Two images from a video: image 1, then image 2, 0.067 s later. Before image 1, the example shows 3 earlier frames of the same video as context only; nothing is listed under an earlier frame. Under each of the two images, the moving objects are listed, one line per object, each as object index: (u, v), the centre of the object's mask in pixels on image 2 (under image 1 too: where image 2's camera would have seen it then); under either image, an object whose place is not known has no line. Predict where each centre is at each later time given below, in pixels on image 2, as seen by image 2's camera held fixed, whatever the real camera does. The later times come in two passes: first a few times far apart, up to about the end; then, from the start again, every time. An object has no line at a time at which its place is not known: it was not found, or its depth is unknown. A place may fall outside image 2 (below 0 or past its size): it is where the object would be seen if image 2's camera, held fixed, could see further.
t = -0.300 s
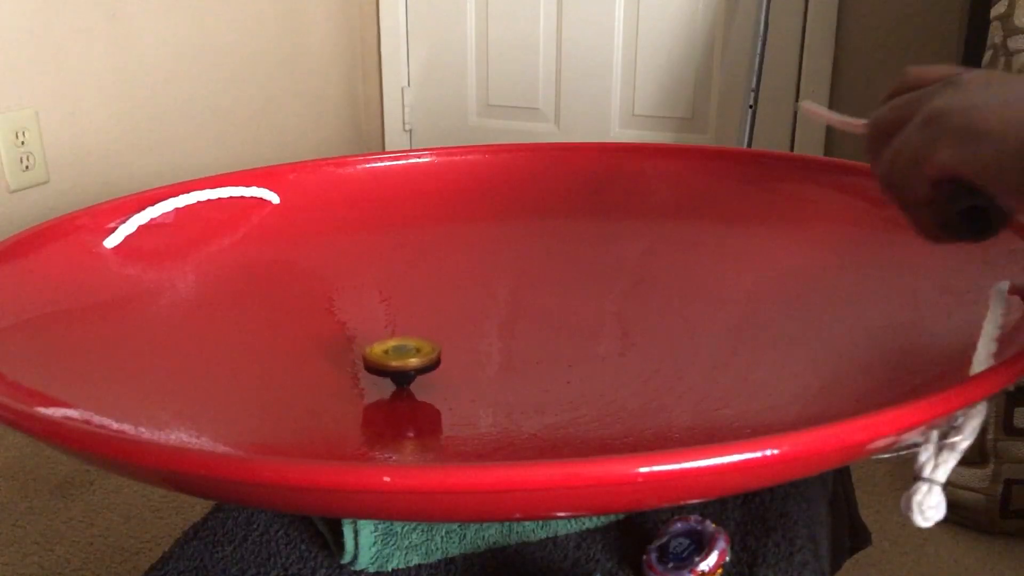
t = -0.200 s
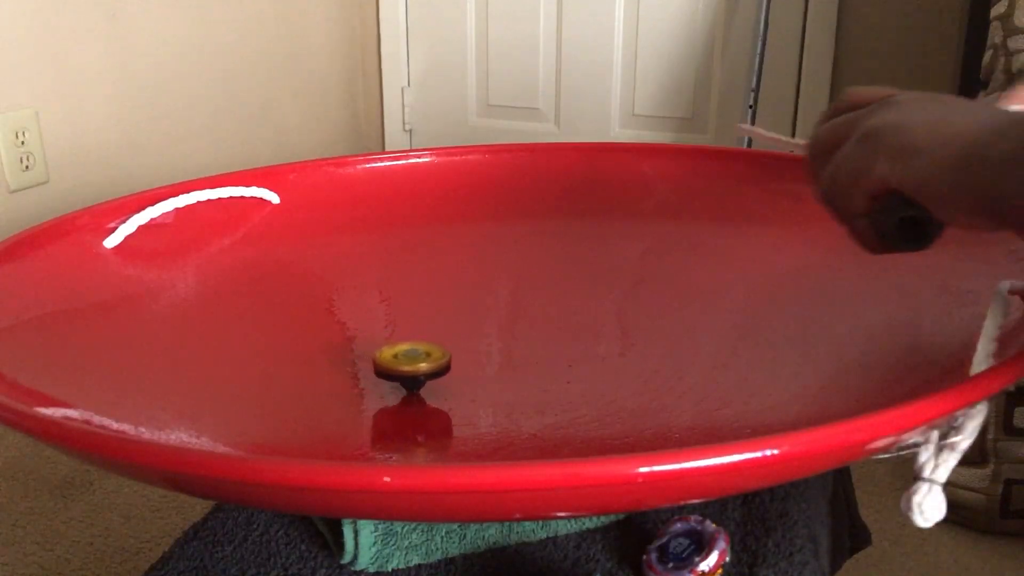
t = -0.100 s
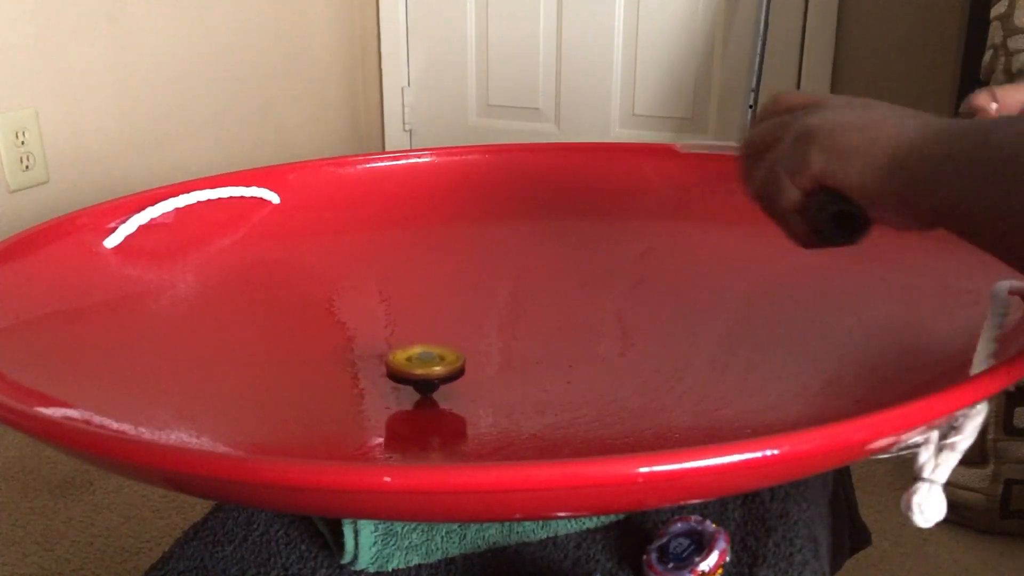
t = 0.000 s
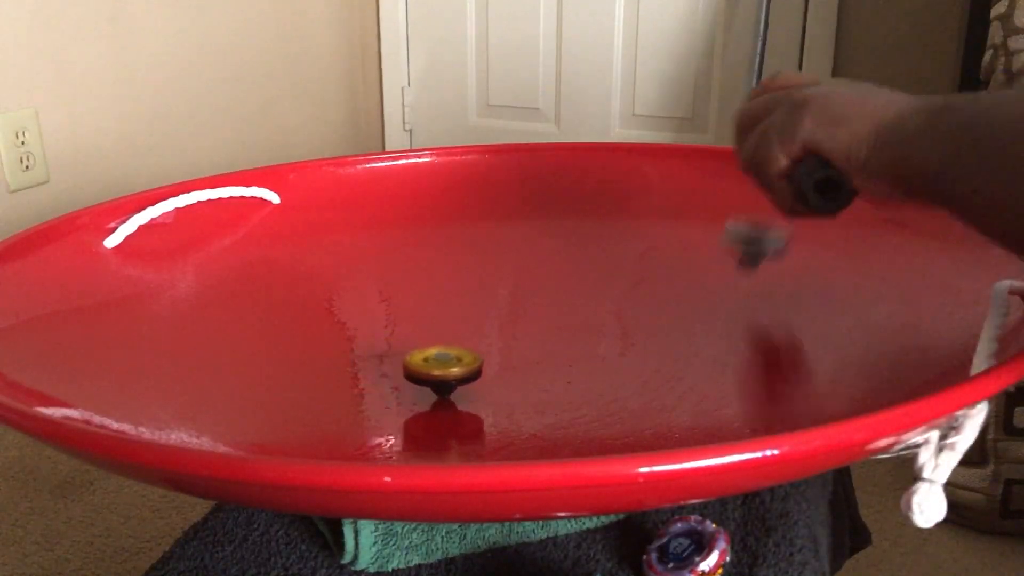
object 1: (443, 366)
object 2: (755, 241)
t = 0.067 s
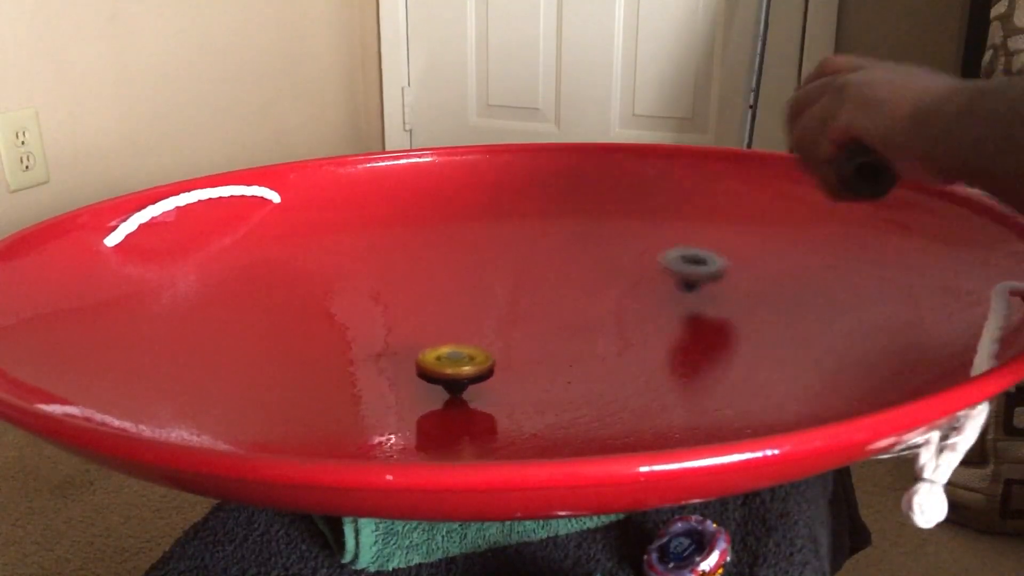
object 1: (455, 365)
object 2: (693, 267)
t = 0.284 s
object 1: (484, 353)
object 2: (437, 270)
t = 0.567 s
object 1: (474, 328)
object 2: (159, 232)
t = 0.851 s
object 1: (434, 311)
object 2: (195, 314)
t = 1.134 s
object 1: (391, 305)
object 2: (506, 368)
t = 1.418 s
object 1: (362, 308)
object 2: (735, 336)
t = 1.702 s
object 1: (372, 319)
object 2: (692, 308)
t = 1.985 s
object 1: (424, 325)
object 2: (513, 299)
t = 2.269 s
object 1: (478, 318)
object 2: (346, 297)
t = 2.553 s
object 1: (506, 305)
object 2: (290, 312)
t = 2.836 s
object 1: (500, 296)
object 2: (364, 336)
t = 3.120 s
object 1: (475, 301)
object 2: (476, 344)
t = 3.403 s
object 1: (463, 318)
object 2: (513, 339)
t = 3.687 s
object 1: (431, 317)
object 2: (531, 353)
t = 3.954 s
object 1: (420, 331)
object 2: (495, 346)
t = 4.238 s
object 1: (280, 290)
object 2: (598, 349)
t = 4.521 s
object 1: (254, 283)
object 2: (595, 336)
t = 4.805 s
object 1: (314, 310)
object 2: (512, 319)
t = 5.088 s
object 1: (363, 315)
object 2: (463, 308)
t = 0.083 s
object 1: (458, 365)
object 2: (675, 271)
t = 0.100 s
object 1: (460, 364)
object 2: (659, 276)
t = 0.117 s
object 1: (464, 364)
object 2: (641, 266)
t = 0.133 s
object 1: (467, 363)
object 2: (620, 251)
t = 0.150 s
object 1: (469, 362)
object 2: (599, 239)
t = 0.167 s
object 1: (472, 362)
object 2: (579, 231)
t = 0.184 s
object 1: (474, 360)
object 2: (558, 226)
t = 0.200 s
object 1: (476, 359)
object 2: (539, 225)
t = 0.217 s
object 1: (478, 358)
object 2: (518, 227)
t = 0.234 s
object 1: (480, 357)
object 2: (497, 233)
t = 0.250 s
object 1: (482, 356)
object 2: (477, 242)
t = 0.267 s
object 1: (483, 354)
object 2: (456, 254)
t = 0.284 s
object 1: (484, 353)
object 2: (437, 270)
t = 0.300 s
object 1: (485, 352)
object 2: (418, 270)
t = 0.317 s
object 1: (487, 351)
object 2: (401, 255)
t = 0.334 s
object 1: (487, 349)
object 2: (381, 244)
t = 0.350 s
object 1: (488, 348)
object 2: (362, 236)
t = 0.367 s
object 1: (488, 346)
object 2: (344, 231)
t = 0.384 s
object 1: (488, 344)
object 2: (326, 229)
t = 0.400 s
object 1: (487, 343)
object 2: (307, 231)
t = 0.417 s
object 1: (487, 341)
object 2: (287, 237)
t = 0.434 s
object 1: (487, 340)
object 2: (269, 245)
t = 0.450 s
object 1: (485, 339)
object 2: (250, 258)
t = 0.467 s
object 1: (484, 337)
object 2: (235, 255)
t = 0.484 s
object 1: (483, 335)
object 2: (222, 243)
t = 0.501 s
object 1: (482, 334)
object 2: (209, 234)
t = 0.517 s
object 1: (481, 333)
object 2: (196, 228)
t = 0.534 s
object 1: (478, 331)
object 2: (184, 226)
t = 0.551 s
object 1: (476, 330)
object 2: (171, 228)
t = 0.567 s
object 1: (474, 328)
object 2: (159, 232)
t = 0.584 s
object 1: (472, 327)
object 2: (146, 242)
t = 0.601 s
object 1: (470, 326)
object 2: (137, 248)
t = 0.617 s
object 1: (468, 325)
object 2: (131, 249)
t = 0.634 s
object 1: (466, 323)
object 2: (126, 251)
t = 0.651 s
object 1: (464, 323)
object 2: (123, 251)
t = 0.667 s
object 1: (462, 321)
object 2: (122, 252)
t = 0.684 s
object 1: (459, 320)
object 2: (122, 257)
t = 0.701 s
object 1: (457, 319)
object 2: (121, 266)
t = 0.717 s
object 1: (454, 318)
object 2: (124, 270)
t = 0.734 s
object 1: (452, 317)
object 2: (128, 276)
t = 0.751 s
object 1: (449, 316)
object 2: (134, 280)
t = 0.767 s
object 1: (447, 315)
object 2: (142, 285)
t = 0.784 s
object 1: (444, 314)
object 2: (150, 292)
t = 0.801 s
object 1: (442, 313)
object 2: (160, 298)
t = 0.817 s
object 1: (439, 313)
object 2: (171, 304)
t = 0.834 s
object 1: (436, 312)
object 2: (182, 310)
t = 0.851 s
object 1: (434, 311)
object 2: (195, 314)
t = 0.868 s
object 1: (431, 310)
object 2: (209, 321)
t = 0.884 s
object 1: (428, 310)
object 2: (223, 326)
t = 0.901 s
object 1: (426, 309)
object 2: (238, 330)
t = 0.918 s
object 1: (423, 309)
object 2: (254, 336)
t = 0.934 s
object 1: (421, 309)
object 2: (271, 340)
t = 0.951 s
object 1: (418, 308)
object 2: (289, 344)
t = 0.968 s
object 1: (415, 307)
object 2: (307, 348)
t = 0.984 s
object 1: (413, 307)
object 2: (325, 353)
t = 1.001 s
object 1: (410, 307)
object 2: (346, 356)
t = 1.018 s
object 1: (408, 307)
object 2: (366, 359)
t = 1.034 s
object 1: (405, 306)
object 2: (387, 362)
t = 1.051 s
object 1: (402, 306)
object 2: (405, 364)
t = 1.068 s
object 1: (400, 306)
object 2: (426, 365)
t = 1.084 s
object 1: (398, 306)
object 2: (446, 367)
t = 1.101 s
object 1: (396, 305)
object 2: (467, 368)
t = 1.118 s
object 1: (393, 305)
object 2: (487, 368)
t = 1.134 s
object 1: (391, 305)
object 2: (506, 368)
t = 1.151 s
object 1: (388, 305)
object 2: (526, 369)
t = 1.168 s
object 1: (386, 305)
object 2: (546, 368)
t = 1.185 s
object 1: (384, 305)
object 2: (563, 367)
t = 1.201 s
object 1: (382, 305)
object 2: (582, 366)
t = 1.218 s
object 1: (380, 305)
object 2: (598, 364)
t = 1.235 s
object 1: (378, 305)
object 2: (614, 362)
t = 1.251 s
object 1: (376, 305)
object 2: (630, 360)
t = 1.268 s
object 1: (375, 305)
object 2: (645, 358)
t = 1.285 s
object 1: (373, 306)
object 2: (658, 356)
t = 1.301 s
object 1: (371, 306)
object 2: (672, 353)
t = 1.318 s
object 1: (369, 307)
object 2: (684, 352)
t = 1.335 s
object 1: (368, 307)
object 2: (694, 347)
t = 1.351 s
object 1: (367, 307)
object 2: (705, 346)
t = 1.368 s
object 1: (365, 307)
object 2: (714, 344)
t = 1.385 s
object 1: (364, 307)
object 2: (722, 341)
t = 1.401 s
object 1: (363, 308)
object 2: (730, 338)
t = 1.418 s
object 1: (362, 308)
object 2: (735, 336)
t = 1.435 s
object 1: (361, 309)
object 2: (740, 333)
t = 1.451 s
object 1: (360, 309)
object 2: (744, 331)
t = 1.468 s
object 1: (359, 310)
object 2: (747, 328)
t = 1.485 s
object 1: (359, 310)
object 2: (749, 326)
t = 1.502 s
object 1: (359, 311)
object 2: (749, 325)
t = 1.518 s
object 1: (359, 311)
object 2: (749, 322)
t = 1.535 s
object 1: (359, 313)
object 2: (748, 320)
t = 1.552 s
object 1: (360, 313)
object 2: (746, 318)
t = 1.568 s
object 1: (360, 314)
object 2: (742, 317)
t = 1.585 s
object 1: (361, 314)
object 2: (739, 315)
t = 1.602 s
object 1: (362, 315)
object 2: (734, 314)
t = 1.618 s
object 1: (363, 316)
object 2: (728, 313)
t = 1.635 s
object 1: (364, 316)
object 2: (722, 311)
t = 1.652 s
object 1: (366, 317)
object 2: (715, 311)
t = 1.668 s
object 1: (367, 317)
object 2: (708, 310)
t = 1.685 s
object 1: (370, 318)
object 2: (700, 309)
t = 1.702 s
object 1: (372, 319)
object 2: (692, 308)
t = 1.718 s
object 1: (374, 320)
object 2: (683, 307)
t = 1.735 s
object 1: (377, 320)
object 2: (674, 307)
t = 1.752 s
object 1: (379, 321)
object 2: (665, 306)
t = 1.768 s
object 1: (382, 322)
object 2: (655, 305)
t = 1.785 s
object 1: (385, 322)
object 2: (645, 305)
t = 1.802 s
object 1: (388, 322)
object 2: (635, 304)
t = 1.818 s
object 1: (391, 323)
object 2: (624, 303)
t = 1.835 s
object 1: (394, 323)
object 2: (613, 302)
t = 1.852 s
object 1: (397, 324)
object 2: (603, 302)
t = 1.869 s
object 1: (400, 324)
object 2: (592, 301)
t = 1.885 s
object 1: (404, 325)
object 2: (581, 301)
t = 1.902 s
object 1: (407, 325)
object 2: (570, 301)
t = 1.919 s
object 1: (411, 325)
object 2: (559, 300)
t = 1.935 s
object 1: (414, 325)
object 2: (548, 300)
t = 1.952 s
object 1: (418, 326)
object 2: (536, 299)
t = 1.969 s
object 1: (421, 326)
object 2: (525, 299)
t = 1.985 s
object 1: (424, 325)
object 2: (513, 299)
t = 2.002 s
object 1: (428, 325)
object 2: (502, 298)
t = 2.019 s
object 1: (432, 325)
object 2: (491, 298)
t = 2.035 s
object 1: (435, 325)
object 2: (480, 297)
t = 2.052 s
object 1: (439, 325)
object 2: (470, 294)
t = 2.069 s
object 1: (442, 325)
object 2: (459, 293)
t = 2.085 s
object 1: (445, 325)
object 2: (447, 292)
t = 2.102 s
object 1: (449, 323)
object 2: (436, 292)
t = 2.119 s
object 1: (452, 323)
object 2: (426, 293)
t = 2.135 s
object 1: (455, 323)
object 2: (416, 294)
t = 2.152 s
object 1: (458, 323)
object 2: (406, 296)
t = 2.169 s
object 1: (461, 322)
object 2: (397, 296)
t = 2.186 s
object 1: (464, 322)
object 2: (388, 295)
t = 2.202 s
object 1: (467, 321)
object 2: (378, 295)
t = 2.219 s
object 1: (470, 320)
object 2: (369, 296)
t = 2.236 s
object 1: (473, 320)
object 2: (361, 296)
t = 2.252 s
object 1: (475, 319)
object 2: (353, 297)
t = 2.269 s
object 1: (478, 318)
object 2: (346, 297)
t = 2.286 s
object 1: (480, 317)
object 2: (339, 297)
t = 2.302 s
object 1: (483, 317)
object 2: (333, 297)
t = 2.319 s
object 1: (485, 316)
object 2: (326, 297)
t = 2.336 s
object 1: (487, 315)
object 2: (320, 298)
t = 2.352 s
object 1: (490, 315)
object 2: (315, 299)
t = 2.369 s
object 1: (492, 314)
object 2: (310, 299)
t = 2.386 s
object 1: (494, 313)
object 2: (306, 300)
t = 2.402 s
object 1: (495, 313)
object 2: (302, 301)
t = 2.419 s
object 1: (497, 312)
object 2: (299, 301)
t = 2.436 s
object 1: (498, 310)
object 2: (296, 302)
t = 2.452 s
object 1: (500, 309)
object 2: (294, 304)
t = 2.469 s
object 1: (501, 309)
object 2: (292, 305)
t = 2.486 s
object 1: (502, 308)
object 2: (291, 306)
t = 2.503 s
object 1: (503, 307)
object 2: (290, 308)
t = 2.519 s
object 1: (504, 307)
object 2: (289, 309)
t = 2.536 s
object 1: (505, 306)
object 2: (290, 310)
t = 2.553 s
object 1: (506, 305)
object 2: (290, 312)
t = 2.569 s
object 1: (506, 304)
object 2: (293, 313)
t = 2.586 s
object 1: (507, 303)
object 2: (294, 314)
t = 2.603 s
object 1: (507, 302)
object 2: (296, 317)
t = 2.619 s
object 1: (507, 301)
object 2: (299, 318)
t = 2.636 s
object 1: (507, 301)
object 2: (302, 318)
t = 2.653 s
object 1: (507, 300)
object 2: (305, 321)
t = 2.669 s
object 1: (507, 300)
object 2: (310, 323)
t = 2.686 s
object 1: (507, 299)
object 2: (314, 325)
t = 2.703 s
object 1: (506, 299)
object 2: (319, 326)
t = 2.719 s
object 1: (506, 298)
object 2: (323, 328)
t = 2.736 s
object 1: (505, 298)
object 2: (329, 329)
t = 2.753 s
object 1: (505, 297)
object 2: (333, 331)
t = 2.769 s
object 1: (504, 297)
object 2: (339, 332)
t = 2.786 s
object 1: (503, 296)
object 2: (346, 333)
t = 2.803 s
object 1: (502, 296)
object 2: (352, 333)
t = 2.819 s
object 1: (501, 296)
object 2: (357, 335)
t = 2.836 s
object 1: (500, 296)
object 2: (364, 336)
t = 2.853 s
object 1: (499, 295)
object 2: (371, 337)
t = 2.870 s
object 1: (498, 295)
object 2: (378, 338)
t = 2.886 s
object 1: (497, 295)
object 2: (385, 338)
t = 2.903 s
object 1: (495, 295)
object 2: (391, 341)
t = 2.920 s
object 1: (494, 295)
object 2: (398, 341)
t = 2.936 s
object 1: (492, 295)
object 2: (406, 342)
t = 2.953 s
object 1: (491, 295)
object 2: (412, 343)
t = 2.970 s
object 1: (489, 295)
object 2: (419, 344)
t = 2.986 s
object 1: (488, 296)
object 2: (427, 344)
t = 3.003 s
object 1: (486, 296)
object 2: (434, 344)
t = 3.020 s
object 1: (484, 296)
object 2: (441, 343)
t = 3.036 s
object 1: (483, 297)
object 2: (448, 344)
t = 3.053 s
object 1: (481, 297)
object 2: (454, 343)
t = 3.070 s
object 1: (479, 298)
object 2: (460, 344)
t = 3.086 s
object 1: (478, 299)
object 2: (466, 344)
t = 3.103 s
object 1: (476, 299)
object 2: (472, 344)
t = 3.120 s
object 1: (475, 301)
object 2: (476, 344)
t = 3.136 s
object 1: (473, 302)
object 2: (480, 343)
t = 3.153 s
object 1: (472, 303)
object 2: (485, 343)
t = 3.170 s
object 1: (471, 303)
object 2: (489, 342)
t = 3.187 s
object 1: (470, 304)
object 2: (493, 342)
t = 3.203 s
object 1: (469, 305)
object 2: (496, 341)
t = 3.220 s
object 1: (468, 306)
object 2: (499, 341)
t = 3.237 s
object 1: (467, 307)
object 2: (502, 340)
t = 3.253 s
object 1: (466, 308)
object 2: (504, 340)
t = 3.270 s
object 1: (465, 309)
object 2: (506, 340)
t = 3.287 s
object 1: (464, 311)
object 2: (508, 340)
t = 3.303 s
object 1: (464, 312)
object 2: (509, 340)
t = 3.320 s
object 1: (463, 313)
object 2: (511, 339)
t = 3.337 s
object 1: (463, 314)
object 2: (511, 339)
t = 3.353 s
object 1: (463, 315)
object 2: (511, 340)
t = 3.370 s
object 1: (463, 316)
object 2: (512, 339)
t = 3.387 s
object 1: (463, 316)
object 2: (513, 340)
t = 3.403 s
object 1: (463, 318)
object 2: (513, 339)
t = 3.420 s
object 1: (463, 319)
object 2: (513, 339)
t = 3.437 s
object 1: (462, 320)
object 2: (514, 340)
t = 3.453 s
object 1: (460, 318)
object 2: (518, 341)
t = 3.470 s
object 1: (458, 318)
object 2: (520, 343)
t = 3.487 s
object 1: (456, 316)
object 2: (523, 344)
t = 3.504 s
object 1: (453, 316)
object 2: (526, 345)
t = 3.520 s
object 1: (450, 315)
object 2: (528, 347)
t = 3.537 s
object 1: (448, 315)
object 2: (530, 347)
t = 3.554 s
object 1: (446, 315)
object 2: (531, 348)
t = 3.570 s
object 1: (444, 315)
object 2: (532, 349)
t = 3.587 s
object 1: (442, 315)
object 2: (533, 349)
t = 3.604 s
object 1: (440, 315)
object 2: (533, 350)
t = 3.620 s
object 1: (438, 315)
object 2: (533, 351)
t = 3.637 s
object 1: (436, 315)
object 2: (533, 351)
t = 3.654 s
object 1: (435, 316)
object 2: (532, 351)
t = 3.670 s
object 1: (433, 316)
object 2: (532, 352)
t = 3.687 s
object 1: (431, 317)
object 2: (531, 353)
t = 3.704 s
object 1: (429, 318)
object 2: (530, 353)
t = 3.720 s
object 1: (428, 318)
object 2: (528, 353)
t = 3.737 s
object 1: (426, 319)
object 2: (527, 353)
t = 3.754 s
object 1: (425, 320)
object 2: (525, 352)
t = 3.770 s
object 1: (424, 321)
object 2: (523, 352)
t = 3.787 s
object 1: (422, 322)
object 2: (521, 352)
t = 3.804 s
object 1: (422, 322)
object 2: (519, 352)
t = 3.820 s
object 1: (421, 323)
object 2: (516, 352)
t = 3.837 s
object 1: (420, 324)
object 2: (514, 351)
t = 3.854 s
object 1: (420, 325)
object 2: (511, 350)
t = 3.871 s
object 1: (420, 326)
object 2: (508, 350)
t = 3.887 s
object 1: (419, 327)
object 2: (506, 349)
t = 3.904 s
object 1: (419, 328)
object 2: (503, 348)
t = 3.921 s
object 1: (419, 329)
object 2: (500, 347)
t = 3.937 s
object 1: (419, 330)
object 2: (498, 347)
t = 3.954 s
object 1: (420, 331)
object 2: (495, 346)
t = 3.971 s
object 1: (420, 331)
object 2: (492, 345)
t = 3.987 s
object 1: (420, 332)
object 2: (489, 343)
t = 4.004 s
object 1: (419, 332)
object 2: (488, 343)
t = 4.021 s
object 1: (409, 330)
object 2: (497, 345)
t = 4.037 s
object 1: (394, 326)
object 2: (508, 346)
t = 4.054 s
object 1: (380, 324)
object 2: (518, 347)
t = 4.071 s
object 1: (368, 319)
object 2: (528, 347)
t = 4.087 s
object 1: (356, 316)
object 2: (537, 349)
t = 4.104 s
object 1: (344, 312)
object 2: (546, 349)
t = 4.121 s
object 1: (334, 309)
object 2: (555, 350)
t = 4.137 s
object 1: (324, 307)
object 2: (562, 350)
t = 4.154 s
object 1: (314, 303)
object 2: (570, 351)
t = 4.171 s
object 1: (306, 300)
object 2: (577, 351)
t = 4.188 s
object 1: (298, 297)
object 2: (583, 350)
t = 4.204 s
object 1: (291, 295)
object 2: (588, 349)
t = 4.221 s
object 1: (285, 292)
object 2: (593, 350)
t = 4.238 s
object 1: (280, 290)
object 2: (598, 349)
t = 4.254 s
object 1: (274, 288)
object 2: (601, 350)
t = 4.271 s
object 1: (270, 286)
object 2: (605, 348)
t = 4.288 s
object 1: (266, 284)
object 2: (608, 348)
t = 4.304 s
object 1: (262, 283)
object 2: (610, 348)
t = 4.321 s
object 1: (259, 282)
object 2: (612, 347)
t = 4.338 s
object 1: (257, 280)
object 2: (612, 346)
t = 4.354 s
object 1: (255, 280)
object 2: (613, 346)
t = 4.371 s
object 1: (253, 279)
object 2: (613, 345)
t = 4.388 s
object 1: (252, 279)
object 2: (613, 344)
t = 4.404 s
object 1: (251, 279)
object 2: (612, 343)
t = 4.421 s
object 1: (251, 279)
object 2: (610, 342)
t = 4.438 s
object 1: (250, 279)
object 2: (609, 341)
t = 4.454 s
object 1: (250, 280)
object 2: (606, 340)
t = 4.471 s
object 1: (251, 280)
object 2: (604, 339)
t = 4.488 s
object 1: (251, 282)
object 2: (601, 338)
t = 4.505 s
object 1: (252, 282)
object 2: (598, 338)
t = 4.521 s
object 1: (254, 283)
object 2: (595, 336)
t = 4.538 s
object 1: (255, 285)
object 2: (591, 335)
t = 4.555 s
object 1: (257, 286)
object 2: (587, 334)
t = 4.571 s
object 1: (259, 287)
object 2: (583, 333)
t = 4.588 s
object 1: (261, 289)
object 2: (579, 332)
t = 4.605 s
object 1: (264, 290)
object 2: (574, 331)
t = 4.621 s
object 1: (268, 292)
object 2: (569, 330)
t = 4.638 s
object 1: (271, 294)
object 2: (564, 329)
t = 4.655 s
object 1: (274, 295)
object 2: (560, 328)
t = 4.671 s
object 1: (278, 296)
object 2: (554, 327)
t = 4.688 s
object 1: (282, 298)
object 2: (549, 326)
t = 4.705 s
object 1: (286, 300)
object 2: (544, 325)
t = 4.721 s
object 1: (290, 302)
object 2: (539, 324)
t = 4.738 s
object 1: (295, 303)
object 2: (533, 322)
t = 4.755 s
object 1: (299, 305)
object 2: (528, 322)
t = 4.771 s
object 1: (304, 307)
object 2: (522, 321)
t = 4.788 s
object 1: (309, 309)
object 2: (517, 319)
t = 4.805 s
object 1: (314, 310)
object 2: (512, 319)
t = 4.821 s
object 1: (319, 311)
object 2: (506, 318)
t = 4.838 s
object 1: (323, 313)
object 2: (501, 318)
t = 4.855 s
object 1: (328, 314)
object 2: (496, 317)
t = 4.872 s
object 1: (333, 315)
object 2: (491, 316)
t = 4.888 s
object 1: (338, 316)
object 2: (486, 316)
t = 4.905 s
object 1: (342, 317)
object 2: (481, 315)
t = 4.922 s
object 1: (347, 317)
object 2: (477, 314)
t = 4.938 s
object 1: (351, 318)
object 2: (473, 314)
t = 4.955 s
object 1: (355, 319)
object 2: (469, 313)
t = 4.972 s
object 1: (359, 319)
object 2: (465, 312)
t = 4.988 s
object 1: (363, 320)
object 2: (462, 312)
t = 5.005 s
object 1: (367, 319)
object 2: (459, 311)
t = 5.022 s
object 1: (371, 319)
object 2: (456, 311)
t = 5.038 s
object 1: (374, 319)
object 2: (454, 310)
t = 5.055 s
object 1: (377, 318)
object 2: (451, 310)
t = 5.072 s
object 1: (380, 317)
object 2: (449, 310)
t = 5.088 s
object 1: (363, 315)
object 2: (463, 308)
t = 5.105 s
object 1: (332, 317)
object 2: (486, 306)
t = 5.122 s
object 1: (299, 316)
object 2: (507, 302)
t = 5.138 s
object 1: (269, 315)
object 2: (528, 299)
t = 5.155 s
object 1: (241, 313)
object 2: (548, 296)
